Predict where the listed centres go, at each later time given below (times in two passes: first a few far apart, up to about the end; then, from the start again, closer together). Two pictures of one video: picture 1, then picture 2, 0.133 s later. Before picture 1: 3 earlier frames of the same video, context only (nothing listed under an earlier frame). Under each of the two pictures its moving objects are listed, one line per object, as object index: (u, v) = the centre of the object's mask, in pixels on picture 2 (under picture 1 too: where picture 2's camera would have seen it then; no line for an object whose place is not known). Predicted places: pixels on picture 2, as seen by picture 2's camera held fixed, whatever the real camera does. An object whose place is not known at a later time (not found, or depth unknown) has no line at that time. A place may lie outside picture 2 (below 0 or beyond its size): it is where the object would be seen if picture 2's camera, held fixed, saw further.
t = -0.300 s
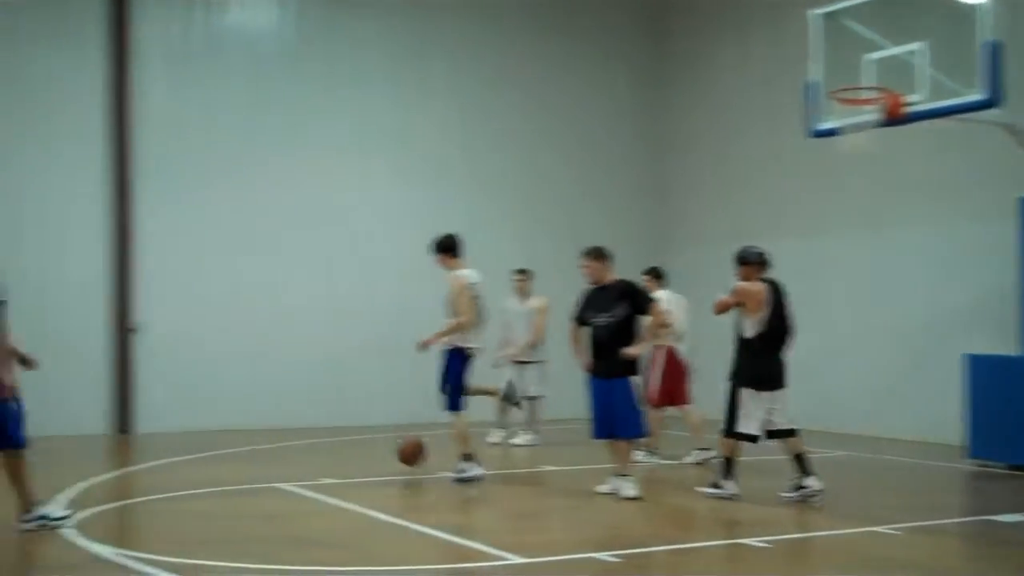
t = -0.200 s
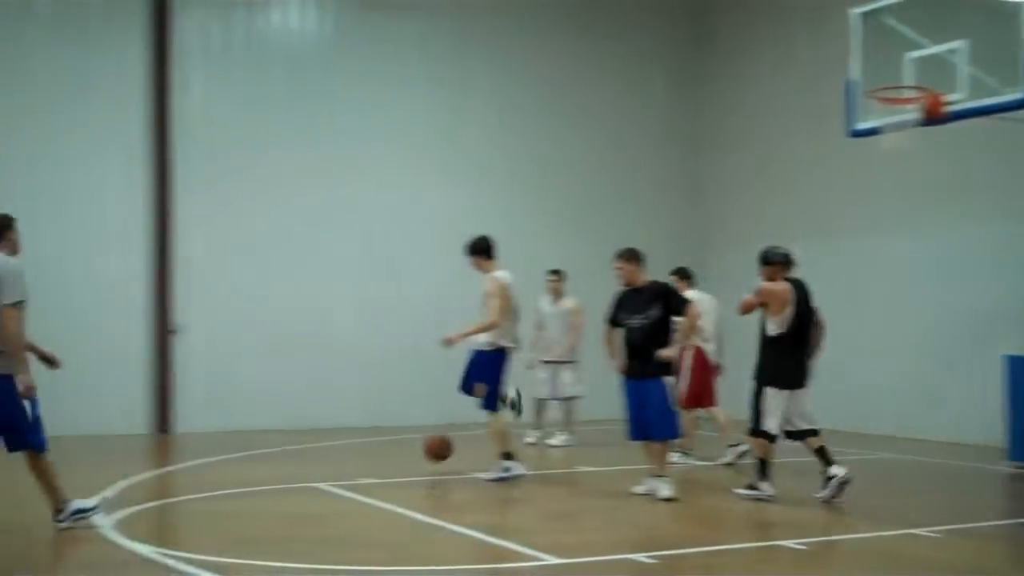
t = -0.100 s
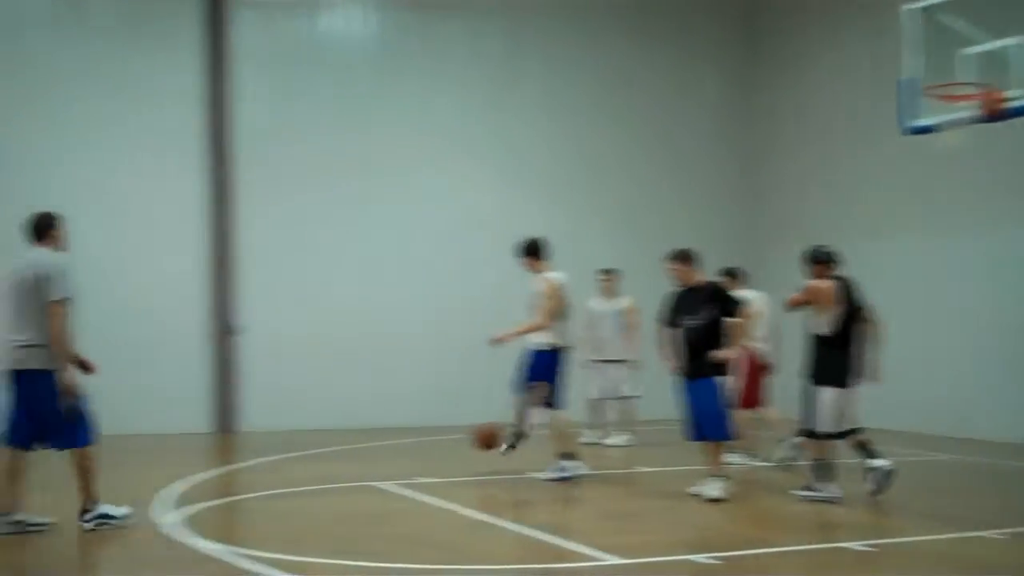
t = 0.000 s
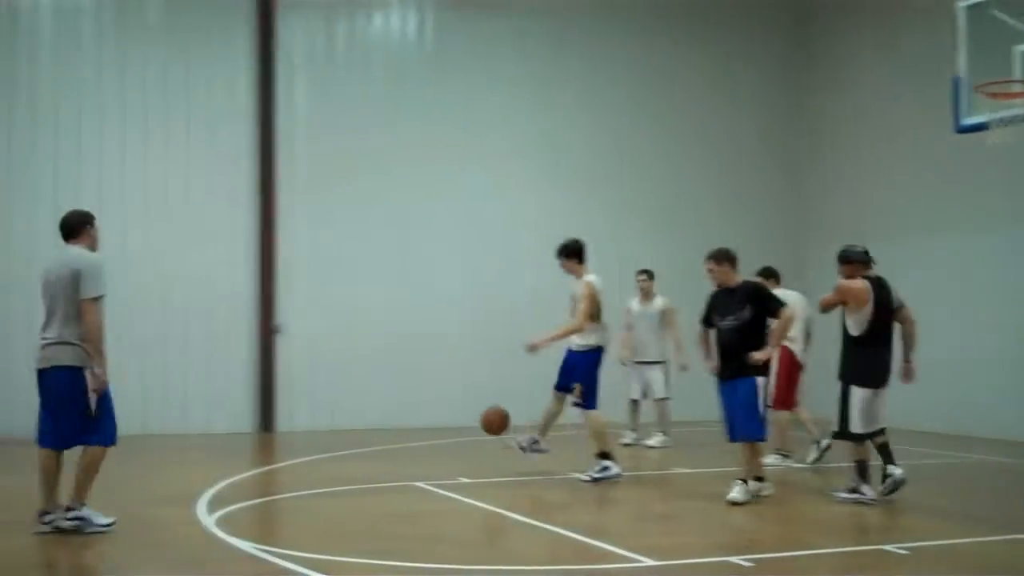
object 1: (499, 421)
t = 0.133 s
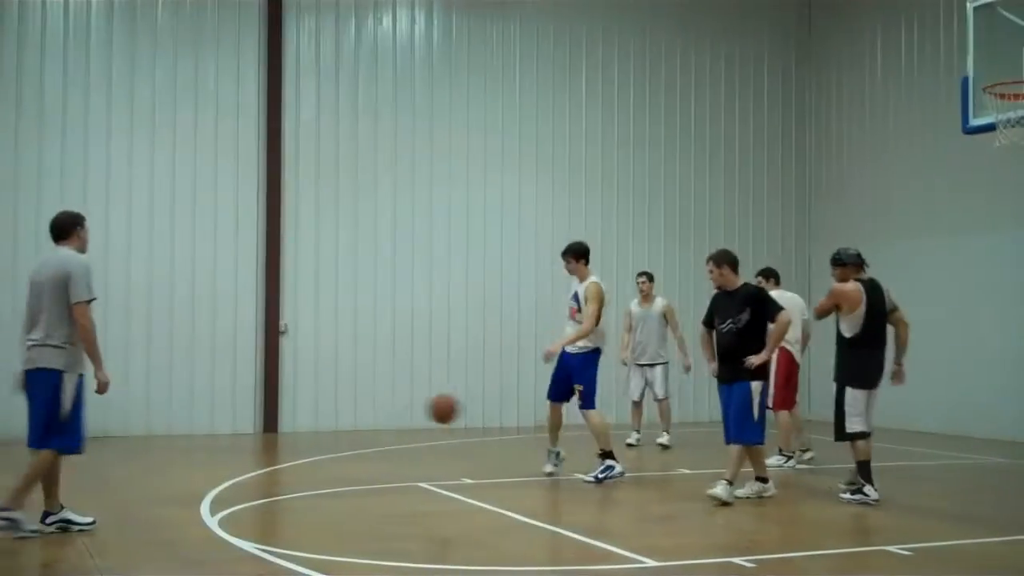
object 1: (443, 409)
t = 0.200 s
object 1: (414, 409)
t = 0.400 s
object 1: (318, 453)
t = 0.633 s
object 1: (238, 446)
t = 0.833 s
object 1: (182, 448)
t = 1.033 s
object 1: (122, 484)
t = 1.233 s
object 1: (61, 464)
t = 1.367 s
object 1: (19, 485)
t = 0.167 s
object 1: (429, 408)
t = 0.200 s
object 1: (414, 409)
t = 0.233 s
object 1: (399, 413)
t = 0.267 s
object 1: (384, 418)
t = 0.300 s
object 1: (368, 424)
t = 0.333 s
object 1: (351, 431)
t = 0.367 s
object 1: (334, 441)
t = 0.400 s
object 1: (318, 453)
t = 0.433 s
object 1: (302, 467)
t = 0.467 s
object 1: (282, 482)
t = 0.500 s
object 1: (274, 477)
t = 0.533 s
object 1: (264, 466)
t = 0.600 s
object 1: (246, 451)
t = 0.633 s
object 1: (238, 446)
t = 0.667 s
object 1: (229, 442)
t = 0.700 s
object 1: (220, 440)
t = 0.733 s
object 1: (211, 439)
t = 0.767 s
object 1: (201, 440)
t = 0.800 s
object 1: (192, 443)
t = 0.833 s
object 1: (182, 448)
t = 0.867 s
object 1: (172, 456)
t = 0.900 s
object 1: (162, 463)
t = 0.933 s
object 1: (152, 473)
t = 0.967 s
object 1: (142, 484)
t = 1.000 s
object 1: (132, 492)
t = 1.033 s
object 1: (122, 484)
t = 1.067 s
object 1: (112, 476)
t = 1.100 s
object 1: (102, 470)
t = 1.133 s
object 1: (92, 466)
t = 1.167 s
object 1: (81, 464)
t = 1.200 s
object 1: (71, 463)
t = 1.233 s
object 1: (61, 464)
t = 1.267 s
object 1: (50, 466)
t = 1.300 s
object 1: (39, 469)
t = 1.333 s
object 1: (28, 476)
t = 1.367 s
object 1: (19, 485)
